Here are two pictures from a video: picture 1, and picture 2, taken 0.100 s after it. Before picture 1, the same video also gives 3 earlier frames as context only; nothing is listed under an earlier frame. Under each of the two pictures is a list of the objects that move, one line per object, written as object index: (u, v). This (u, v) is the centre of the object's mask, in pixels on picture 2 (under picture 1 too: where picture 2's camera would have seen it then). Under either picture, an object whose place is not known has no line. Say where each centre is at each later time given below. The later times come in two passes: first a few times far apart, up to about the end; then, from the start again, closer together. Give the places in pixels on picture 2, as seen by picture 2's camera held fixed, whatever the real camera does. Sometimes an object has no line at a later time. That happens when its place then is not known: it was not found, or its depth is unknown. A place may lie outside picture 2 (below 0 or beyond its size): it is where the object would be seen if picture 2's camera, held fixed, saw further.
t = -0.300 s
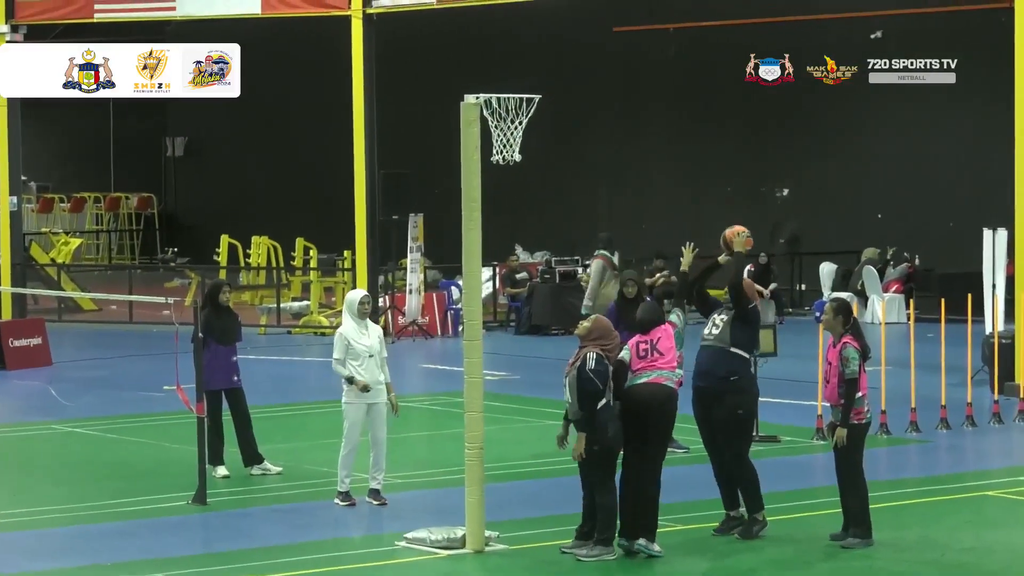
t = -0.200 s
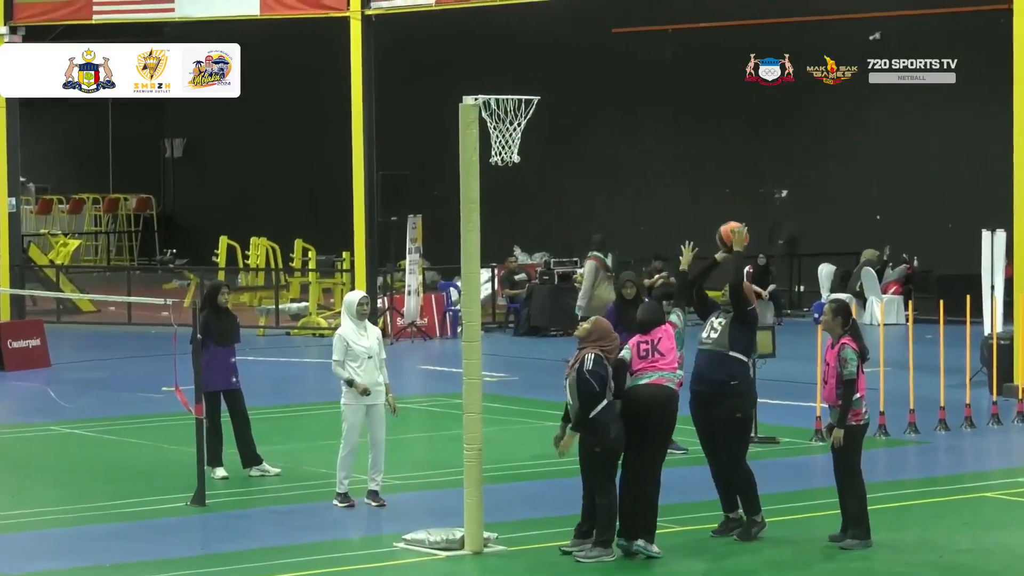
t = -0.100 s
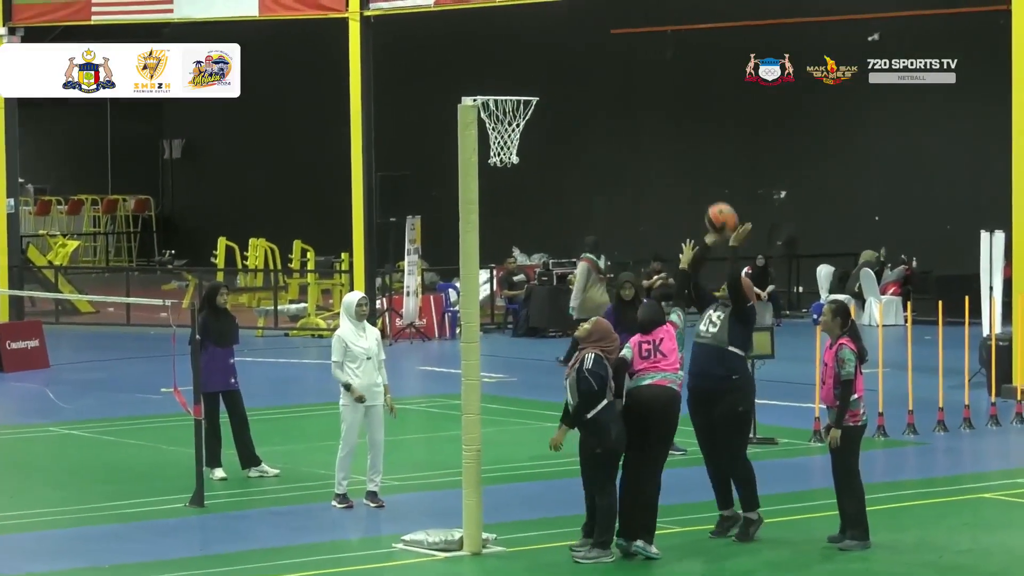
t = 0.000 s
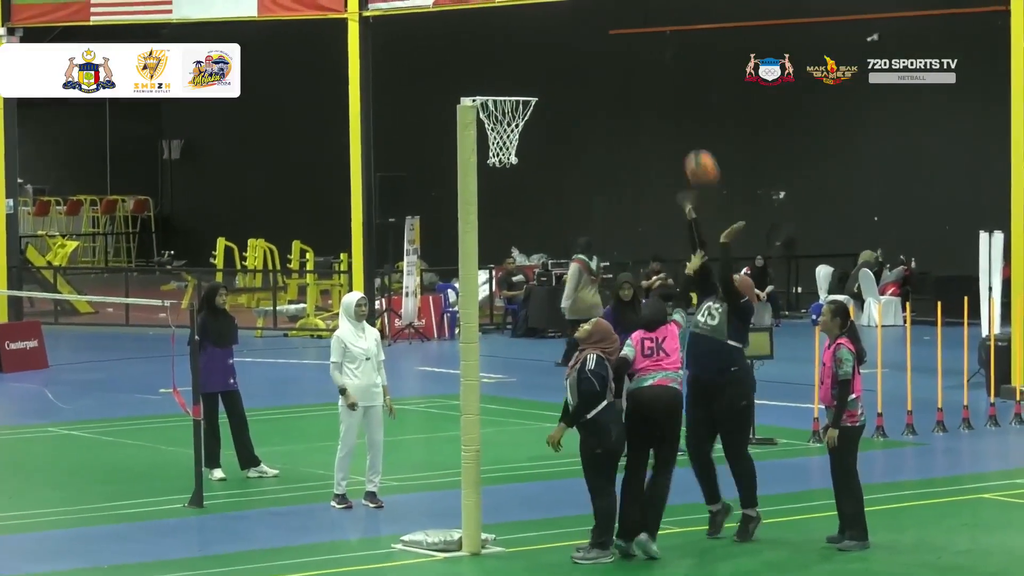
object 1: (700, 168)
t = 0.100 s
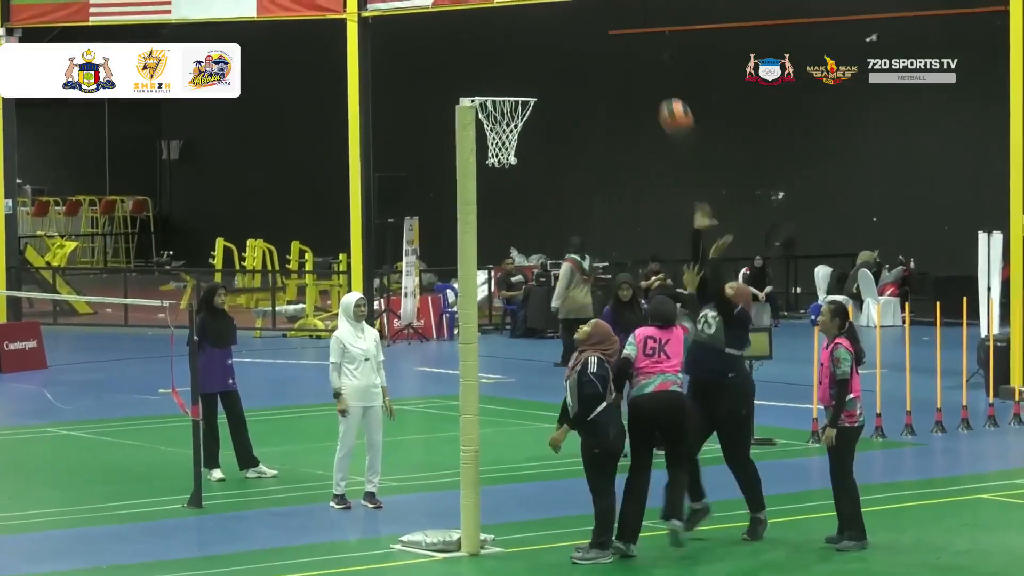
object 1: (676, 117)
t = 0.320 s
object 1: (620, 49)
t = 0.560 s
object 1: (557, 51)
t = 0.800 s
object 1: (515, 74)
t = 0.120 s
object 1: (670, 108)
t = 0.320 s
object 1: (620, 49)
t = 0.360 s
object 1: (609, 43)
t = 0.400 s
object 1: (599, 40)
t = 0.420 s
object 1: (594, 40)
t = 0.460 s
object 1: (583, 41)
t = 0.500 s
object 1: (573, 43)
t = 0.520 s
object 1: (567, 45)
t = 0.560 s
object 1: (557, 51)
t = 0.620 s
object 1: (542, 65)
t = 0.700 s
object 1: (525, 81)
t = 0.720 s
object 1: (523, 78)
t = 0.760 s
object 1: (520, 75)
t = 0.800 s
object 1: (515, 74)
